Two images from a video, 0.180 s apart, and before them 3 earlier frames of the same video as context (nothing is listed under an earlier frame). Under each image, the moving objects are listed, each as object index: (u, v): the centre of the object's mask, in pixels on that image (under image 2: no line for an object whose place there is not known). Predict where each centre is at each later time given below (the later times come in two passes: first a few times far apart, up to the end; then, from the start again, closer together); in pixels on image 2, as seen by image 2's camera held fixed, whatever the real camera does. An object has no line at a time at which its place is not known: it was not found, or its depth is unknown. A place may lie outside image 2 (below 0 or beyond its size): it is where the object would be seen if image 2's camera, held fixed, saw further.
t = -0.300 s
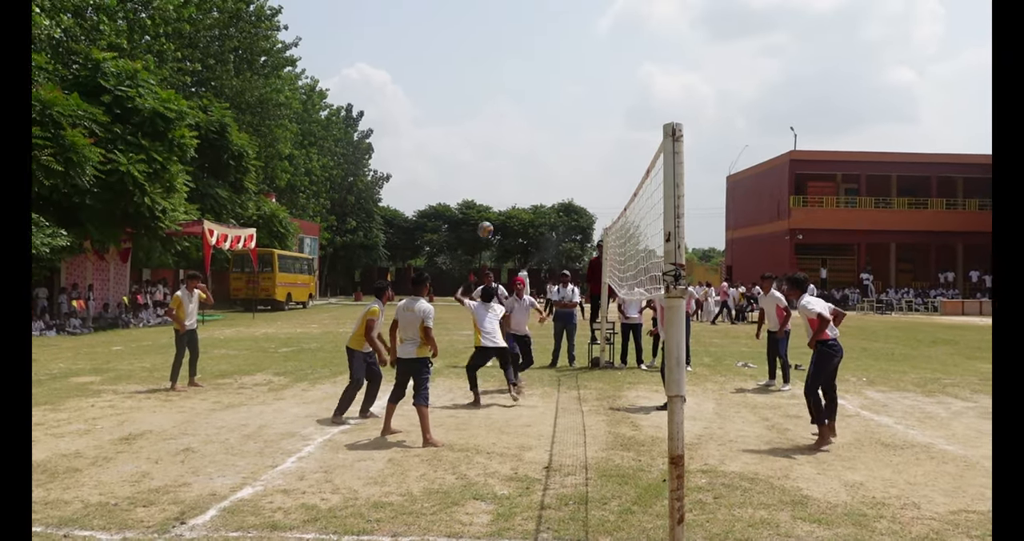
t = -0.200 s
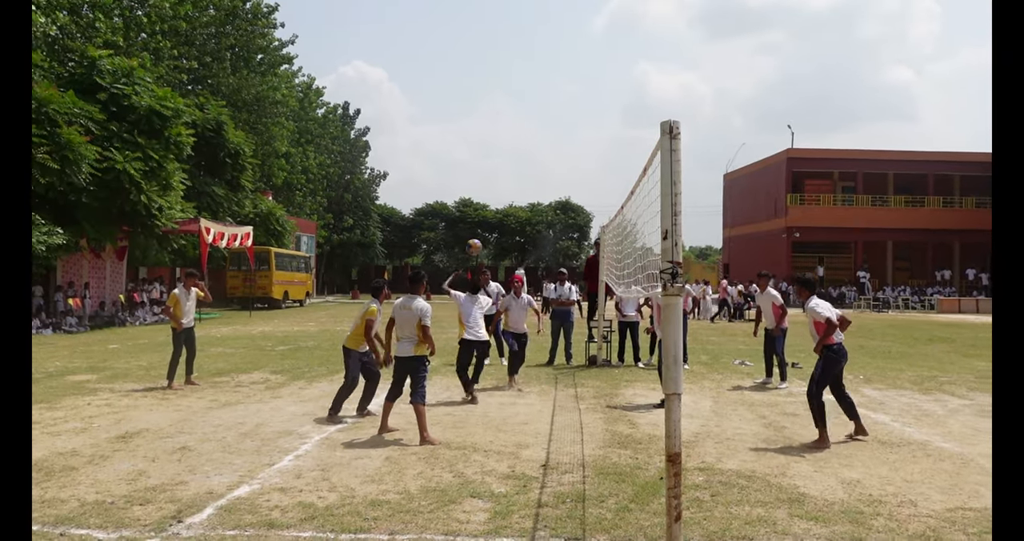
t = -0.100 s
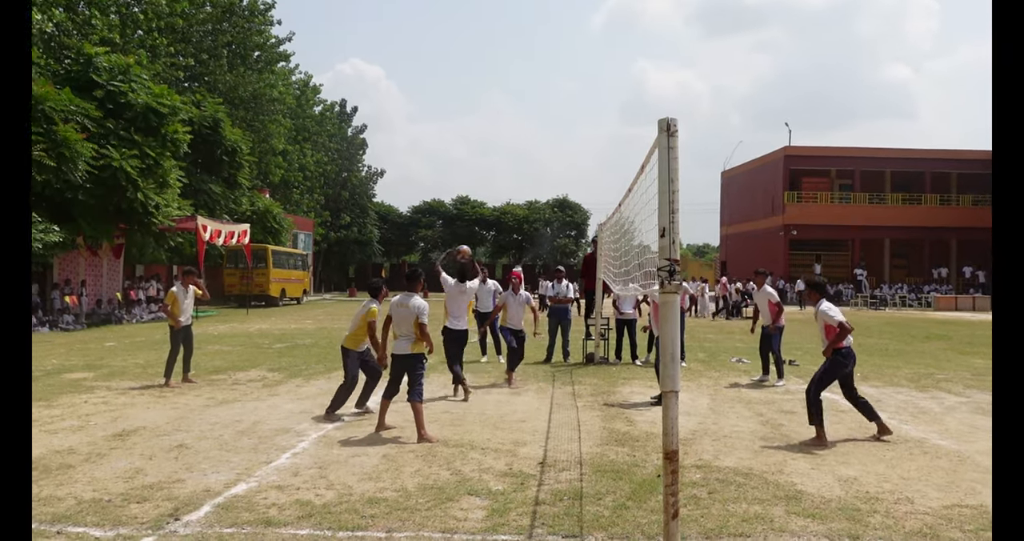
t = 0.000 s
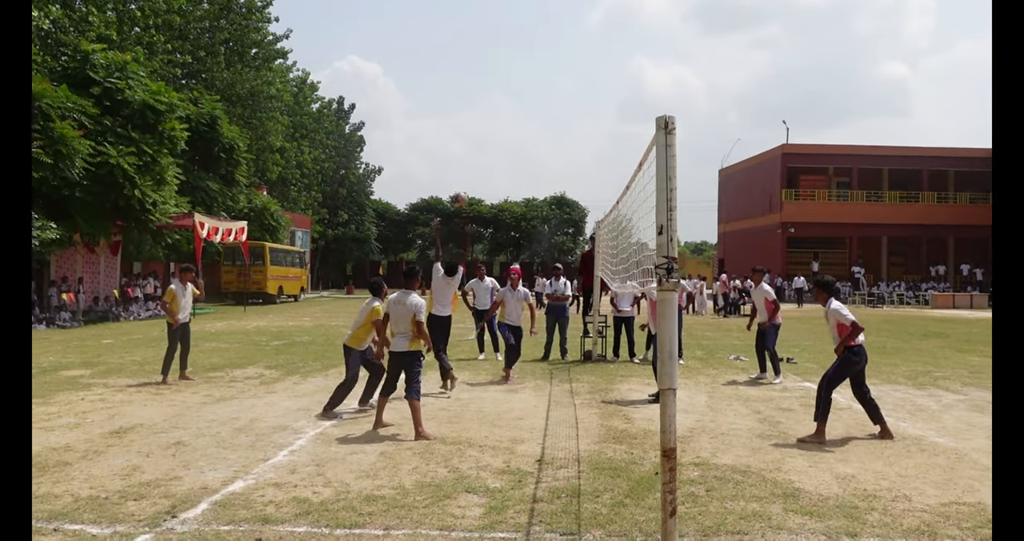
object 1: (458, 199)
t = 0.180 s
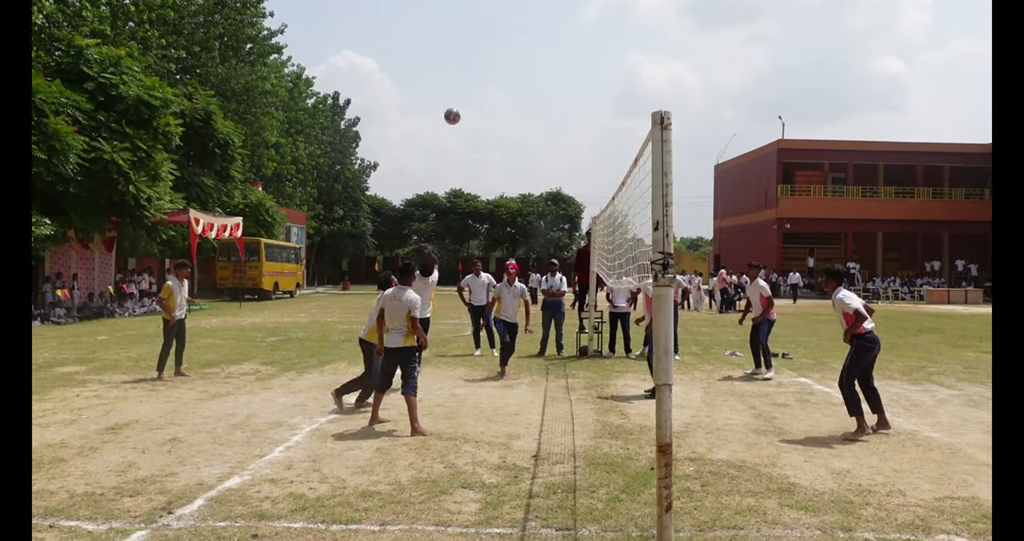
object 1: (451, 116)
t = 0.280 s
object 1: (448, 82)
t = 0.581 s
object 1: (445, 23)
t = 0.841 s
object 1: (441, 30)
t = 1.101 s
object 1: (436, 93)
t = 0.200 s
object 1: (451, 109)
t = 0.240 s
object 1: (448, 94)
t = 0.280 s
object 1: (448, 82)
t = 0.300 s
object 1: (448, 76)
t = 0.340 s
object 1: (448, 65)
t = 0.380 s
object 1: (448, 55)
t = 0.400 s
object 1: (448, 50)
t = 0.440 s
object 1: (447, 42)
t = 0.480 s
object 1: (447, 36)
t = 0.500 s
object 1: (447, 32)
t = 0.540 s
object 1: (446, 27)
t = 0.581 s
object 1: (445, 23)
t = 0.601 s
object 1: (445, 22)
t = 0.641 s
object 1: (445, 20)
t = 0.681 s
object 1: (444, 20)
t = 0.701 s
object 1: (444, 20)
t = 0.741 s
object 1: (443, 21)
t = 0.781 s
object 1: (442, 23)
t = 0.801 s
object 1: (442, 25)
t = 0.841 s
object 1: (441, 30)
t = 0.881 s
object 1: (441, 35)
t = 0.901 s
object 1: (440, 39)
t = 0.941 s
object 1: (439, 47)
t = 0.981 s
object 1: (439, 56)
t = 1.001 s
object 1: (438, 62)
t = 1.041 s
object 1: (438, 73)
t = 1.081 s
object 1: (437, 86)
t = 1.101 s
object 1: (436, 93)
